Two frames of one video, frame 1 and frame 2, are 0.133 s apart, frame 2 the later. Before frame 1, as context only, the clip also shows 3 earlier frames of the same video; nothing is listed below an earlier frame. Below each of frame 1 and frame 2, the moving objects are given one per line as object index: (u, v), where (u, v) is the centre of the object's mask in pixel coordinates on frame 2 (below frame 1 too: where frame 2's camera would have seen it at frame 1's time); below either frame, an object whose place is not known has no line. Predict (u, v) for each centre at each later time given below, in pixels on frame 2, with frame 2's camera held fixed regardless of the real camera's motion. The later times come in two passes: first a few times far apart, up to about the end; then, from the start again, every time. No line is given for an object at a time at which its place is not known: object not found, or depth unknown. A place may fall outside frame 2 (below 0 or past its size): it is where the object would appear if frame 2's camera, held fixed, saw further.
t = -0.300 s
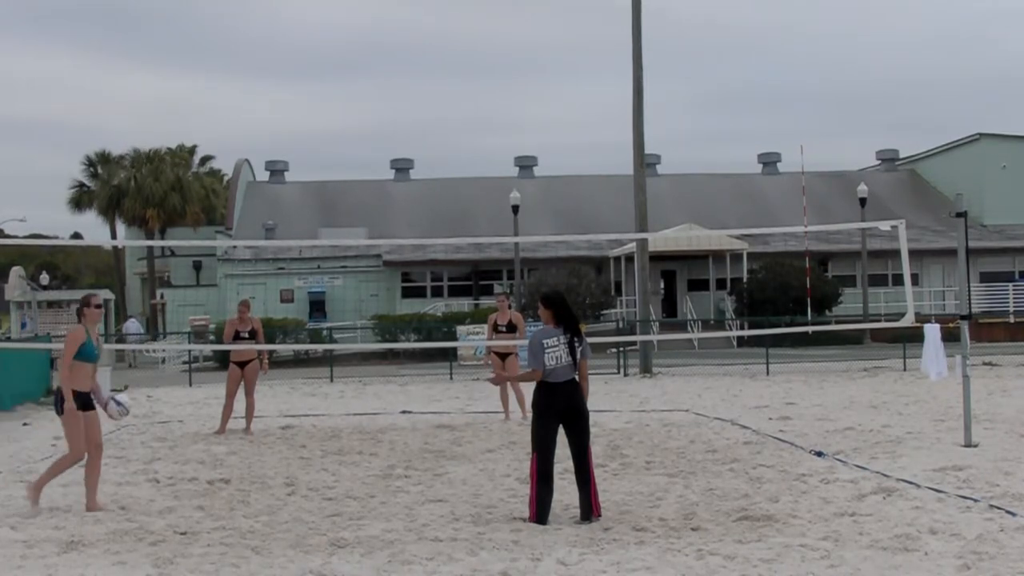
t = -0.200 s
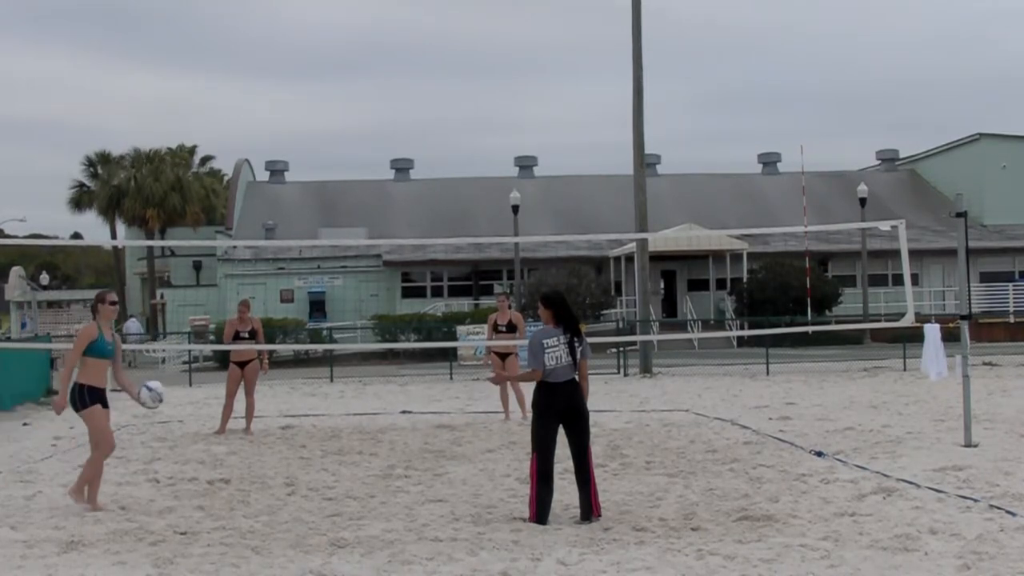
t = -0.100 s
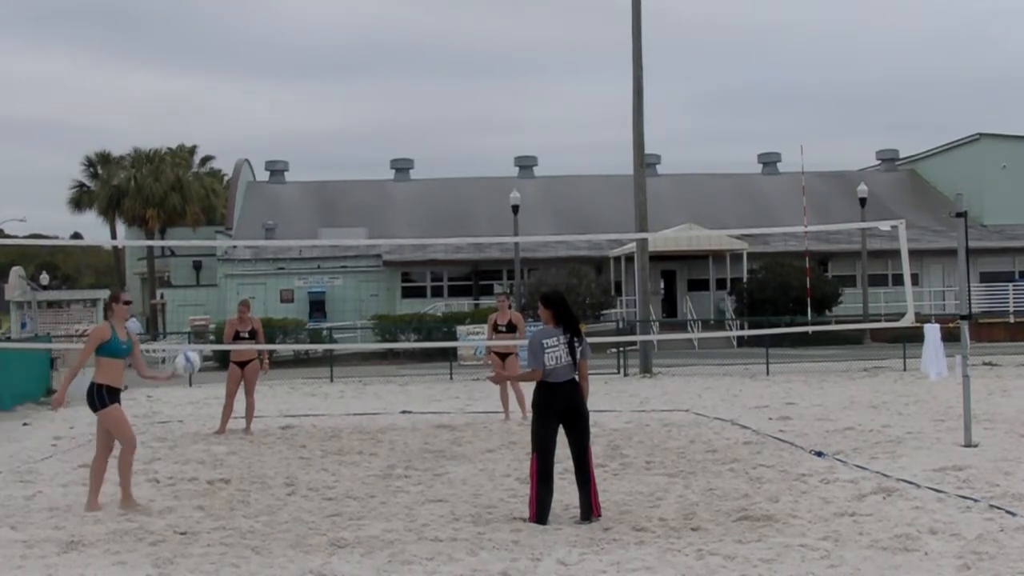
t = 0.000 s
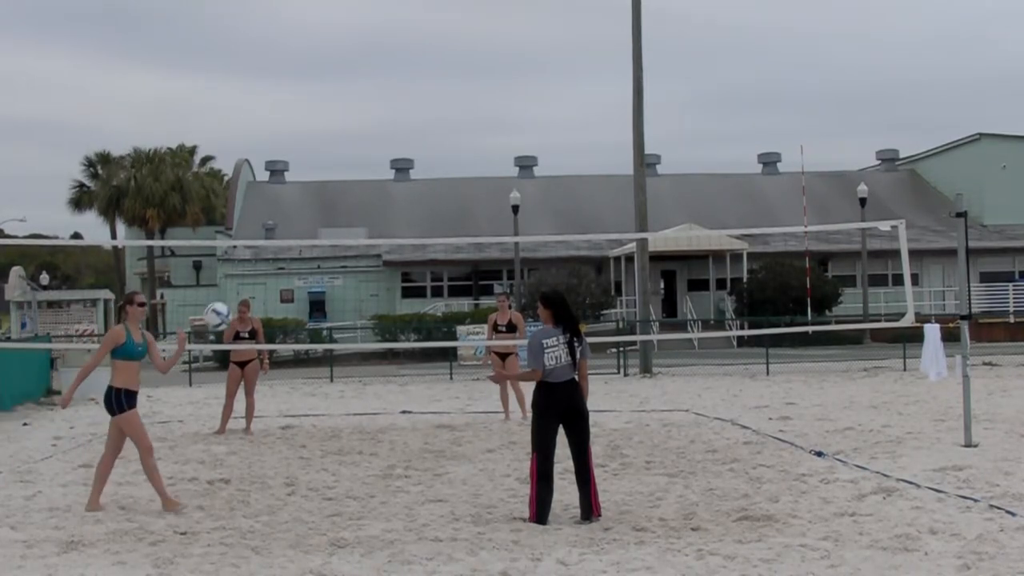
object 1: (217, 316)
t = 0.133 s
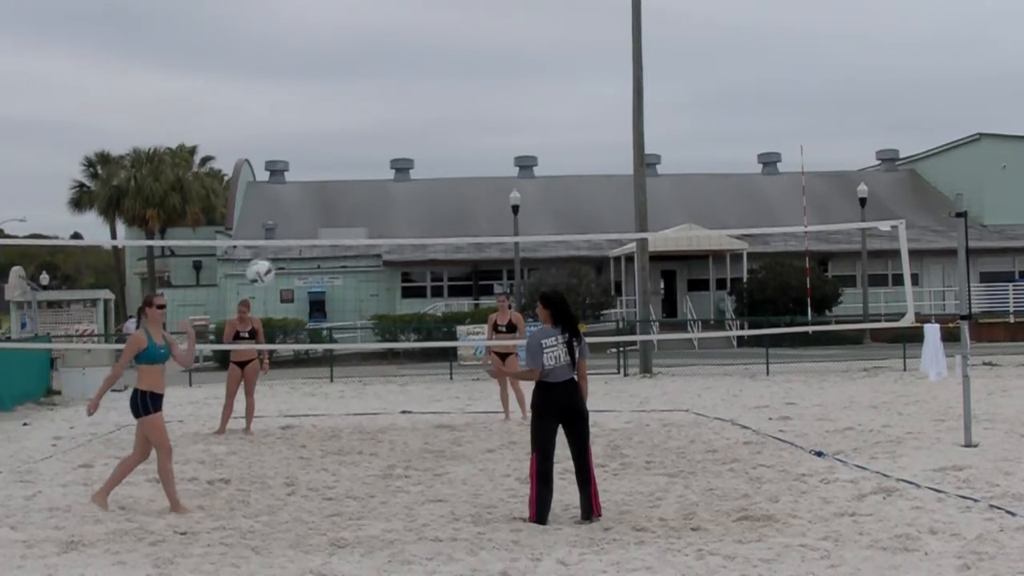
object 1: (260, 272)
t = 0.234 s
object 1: (293, 253)
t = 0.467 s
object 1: (373, 260)
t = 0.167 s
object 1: (271, 264)
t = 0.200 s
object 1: (281, 257)
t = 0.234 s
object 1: (293, 253)
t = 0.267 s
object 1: (304, 250)
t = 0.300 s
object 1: (315, 248)
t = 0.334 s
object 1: (326, 247)
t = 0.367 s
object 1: (338, 247)
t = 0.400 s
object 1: (349, 250)
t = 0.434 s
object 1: (362, 254)
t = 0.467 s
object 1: (373, 260)
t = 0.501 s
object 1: (385, 266)
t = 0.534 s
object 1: (397, 274)
